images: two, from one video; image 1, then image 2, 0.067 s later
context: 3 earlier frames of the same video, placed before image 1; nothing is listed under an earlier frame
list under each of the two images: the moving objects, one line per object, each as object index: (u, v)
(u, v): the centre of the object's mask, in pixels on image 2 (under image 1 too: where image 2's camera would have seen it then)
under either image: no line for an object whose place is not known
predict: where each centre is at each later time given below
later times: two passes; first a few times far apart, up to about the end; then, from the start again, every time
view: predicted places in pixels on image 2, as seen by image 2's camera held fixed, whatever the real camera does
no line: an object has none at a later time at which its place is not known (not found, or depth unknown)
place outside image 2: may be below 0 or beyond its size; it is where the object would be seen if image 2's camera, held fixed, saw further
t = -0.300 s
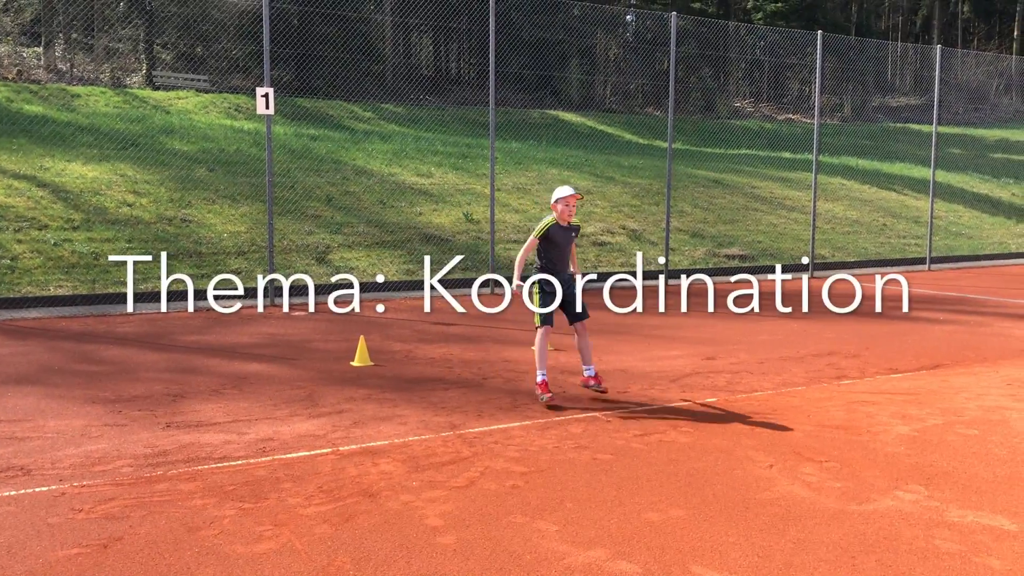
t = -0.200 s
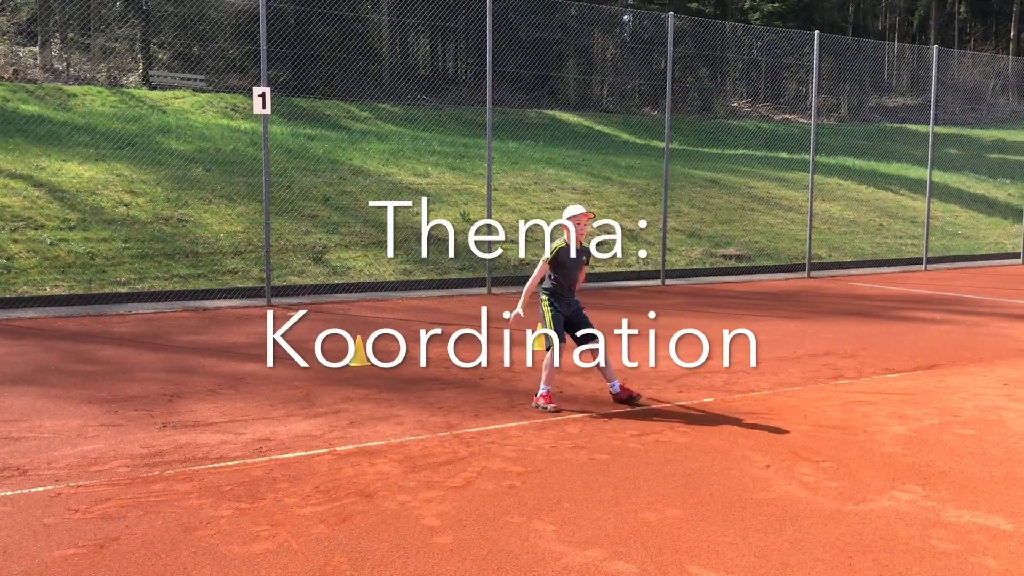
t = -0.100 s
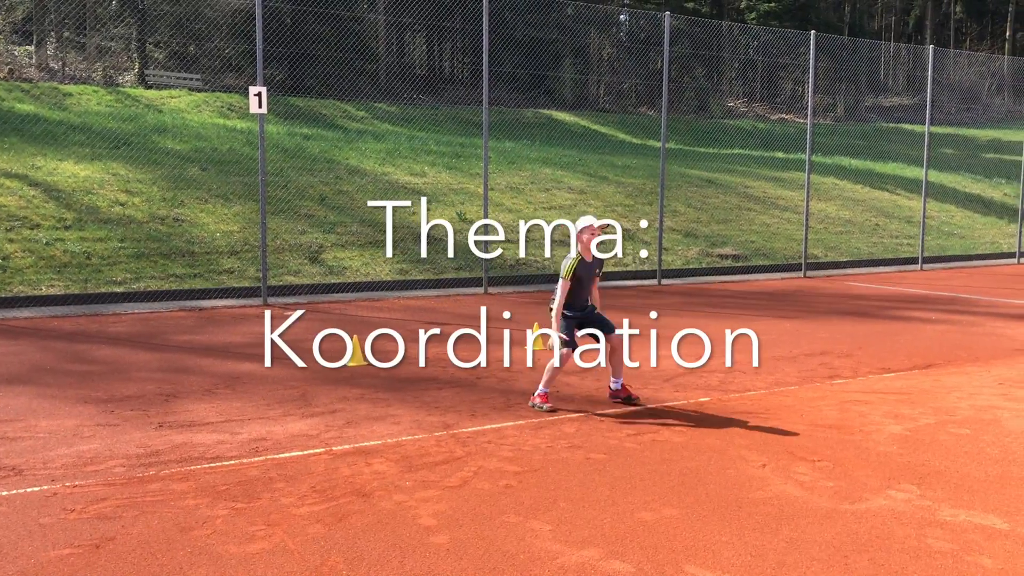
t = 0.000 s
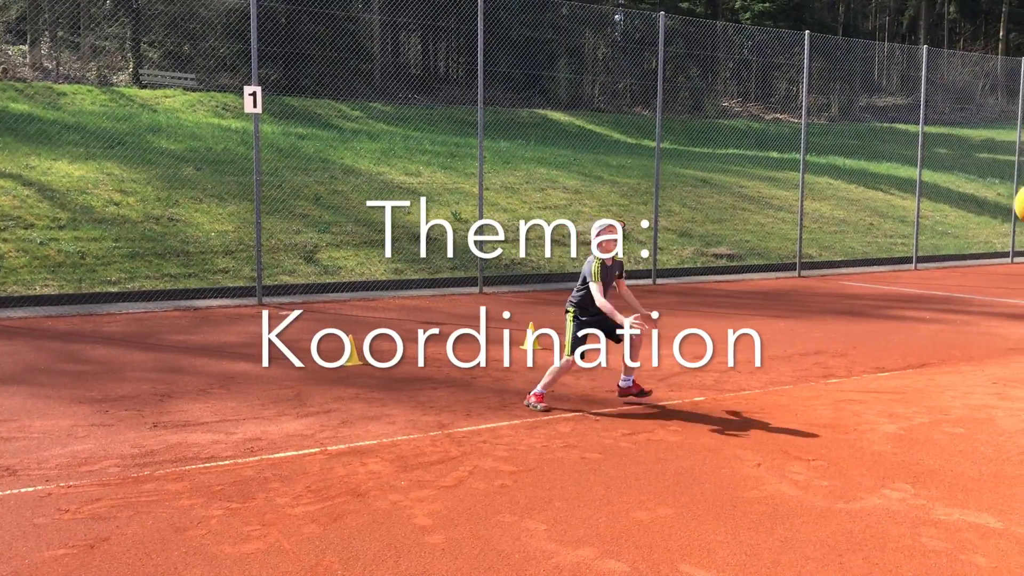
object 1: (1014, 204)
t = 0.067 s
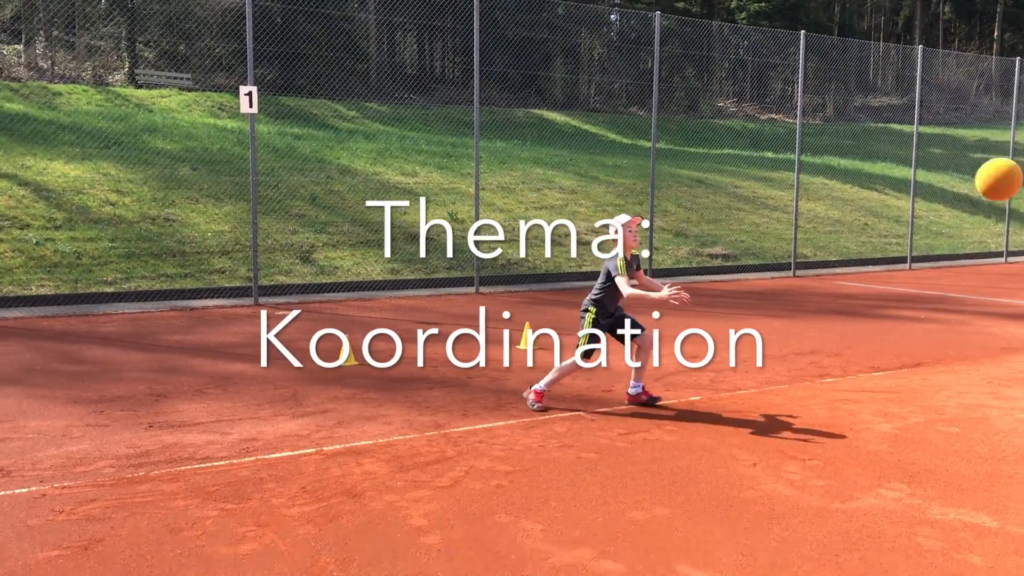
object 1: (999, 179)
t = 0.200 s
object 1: (939, 163)
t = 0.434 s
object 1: (860, 216)
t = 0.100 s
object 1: (983, 170)
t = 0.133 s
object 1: (968, 166)
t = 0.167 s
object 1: (953, 163)
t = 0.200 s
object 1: (939, 163)
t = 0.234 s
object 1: (926, 165)
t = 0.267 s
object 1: (913, 169)
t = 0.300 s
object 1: (901, 176)
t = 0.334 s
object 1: (890, 184)
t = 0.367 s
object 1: (880, 193)
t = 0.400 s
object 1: (869, 204)
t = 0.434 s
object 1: (860, 216)
